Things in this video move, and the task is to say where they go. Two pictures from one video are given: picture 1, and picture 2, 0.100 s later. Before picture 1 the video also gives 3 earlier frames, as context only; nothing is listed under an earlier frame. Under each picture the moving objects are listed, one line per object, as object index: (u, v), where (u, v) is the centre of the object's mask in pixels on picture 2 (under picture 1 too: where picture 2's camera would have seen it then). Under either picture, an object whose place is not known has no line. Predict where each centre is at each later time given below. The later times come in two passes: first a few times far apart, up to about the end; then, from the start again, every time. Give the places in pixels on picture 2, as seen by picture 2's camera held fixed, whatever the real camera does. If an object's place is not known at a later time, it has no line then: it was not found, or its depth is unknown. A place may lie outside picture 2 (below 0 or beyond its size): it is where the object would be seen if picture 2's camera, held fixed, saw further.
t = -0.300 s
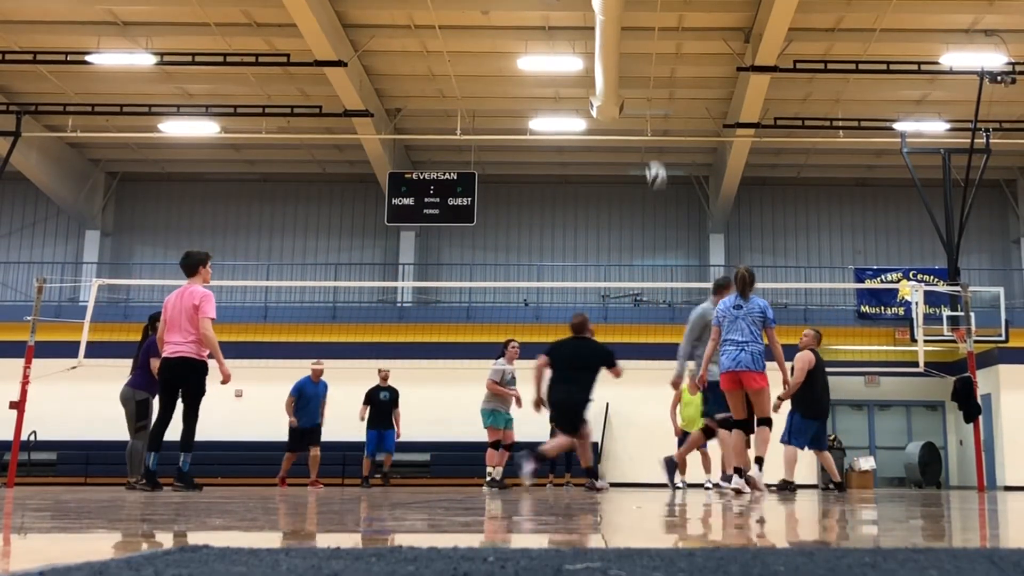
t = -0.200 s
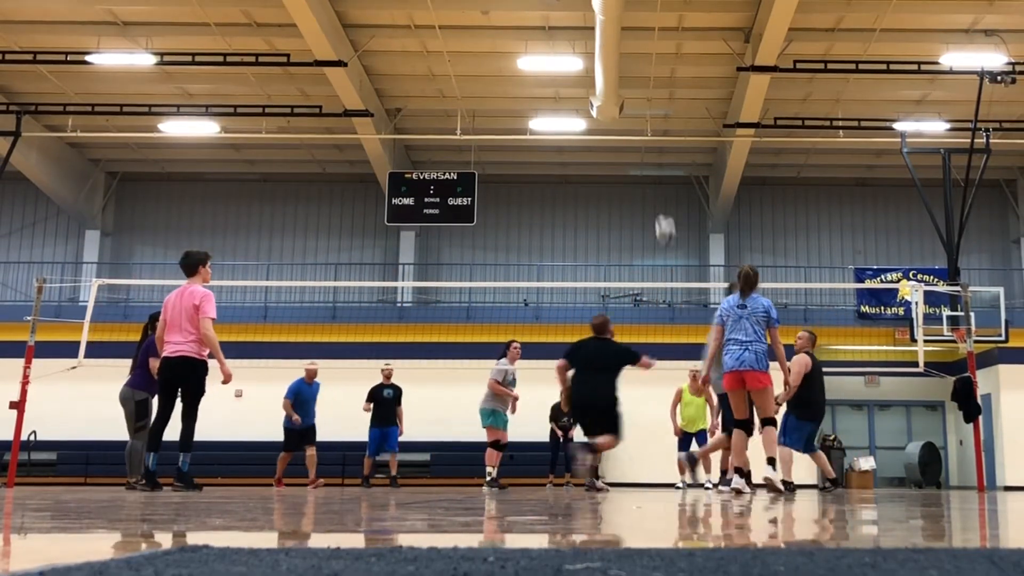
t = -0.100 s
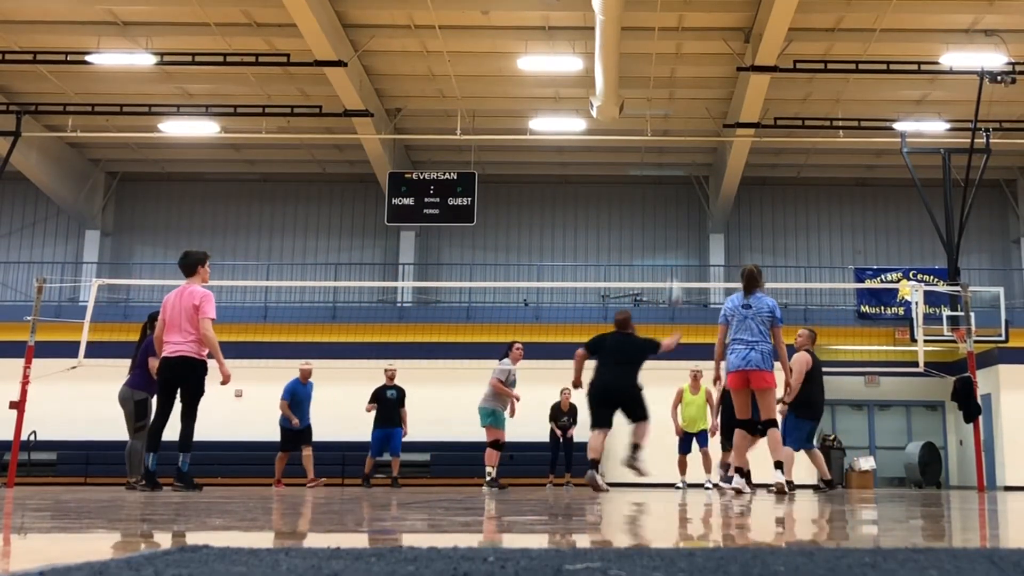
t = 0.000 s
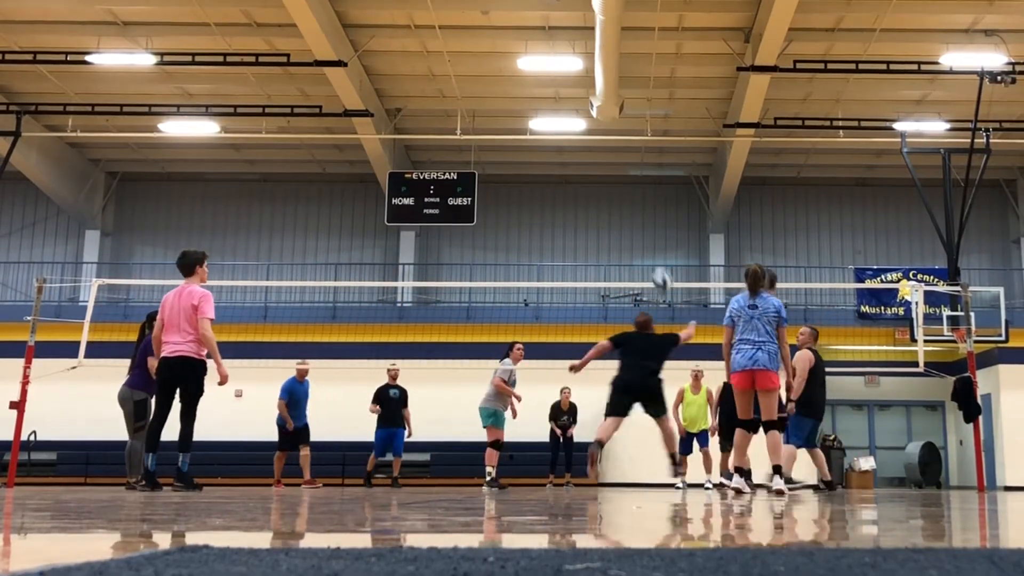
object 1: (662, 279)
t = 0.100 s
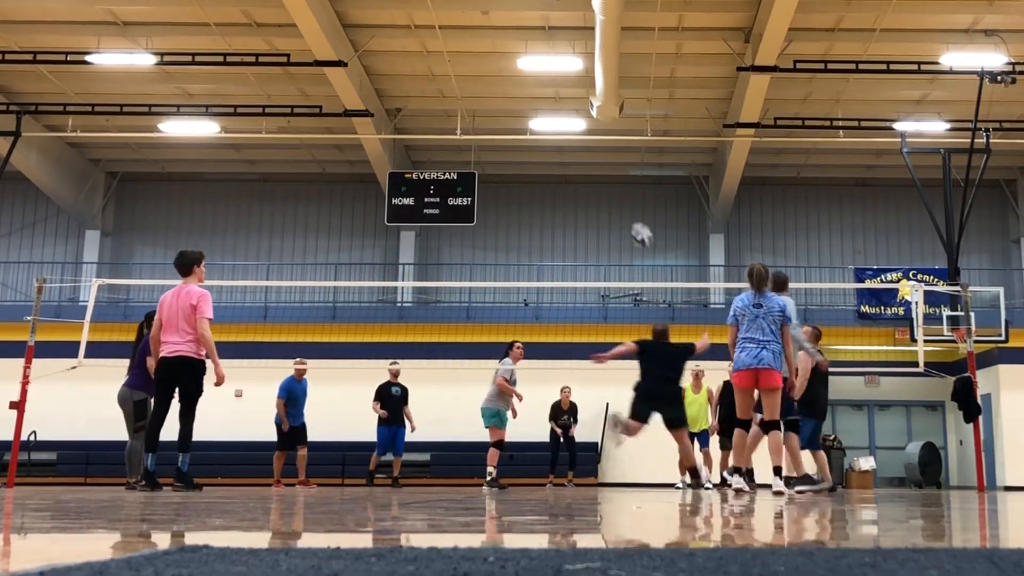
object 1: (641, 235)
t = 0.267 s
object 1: (610, 183)
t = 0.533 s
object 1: (567, 156)
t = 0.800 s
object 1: (529, 182)
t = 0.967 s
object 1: (507, 223)
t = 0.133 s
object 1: (635, 222)
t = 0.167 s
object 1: (628, 211)
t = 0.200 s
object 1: (622, 201)
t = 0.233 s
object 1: (616, 192)
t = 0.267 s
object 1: (610, 183)
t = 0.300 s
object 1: (604, 177)
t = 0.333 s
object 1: (599, 172)
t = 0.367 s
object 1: (593, 166)
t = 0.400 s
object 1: (588, 162)
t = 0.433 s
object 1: (582, 160)
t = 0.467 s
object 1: (577, 158)
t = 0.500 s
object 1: (572, 156)
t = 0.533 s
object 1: (567, 156)
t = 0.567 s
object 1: (562, 157)
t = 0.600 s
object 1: (557, 158)
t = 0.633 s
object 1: (552, 160)
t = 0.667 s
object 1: (547, 163)
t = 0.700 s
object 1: (543, 166)
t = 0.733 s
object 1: (538, 171)
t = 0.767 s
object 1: (533, 176)
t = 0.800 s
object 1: (529, 182)
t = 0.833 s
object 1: (524, 189)
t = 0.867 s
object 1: (520, 196)
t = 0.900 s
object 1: (515, 204)
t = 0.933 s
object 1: (511, 213)
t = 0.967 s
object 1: (507, 223)
